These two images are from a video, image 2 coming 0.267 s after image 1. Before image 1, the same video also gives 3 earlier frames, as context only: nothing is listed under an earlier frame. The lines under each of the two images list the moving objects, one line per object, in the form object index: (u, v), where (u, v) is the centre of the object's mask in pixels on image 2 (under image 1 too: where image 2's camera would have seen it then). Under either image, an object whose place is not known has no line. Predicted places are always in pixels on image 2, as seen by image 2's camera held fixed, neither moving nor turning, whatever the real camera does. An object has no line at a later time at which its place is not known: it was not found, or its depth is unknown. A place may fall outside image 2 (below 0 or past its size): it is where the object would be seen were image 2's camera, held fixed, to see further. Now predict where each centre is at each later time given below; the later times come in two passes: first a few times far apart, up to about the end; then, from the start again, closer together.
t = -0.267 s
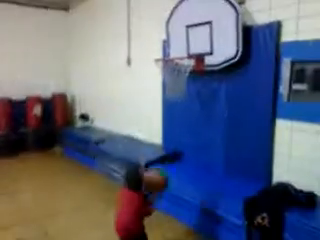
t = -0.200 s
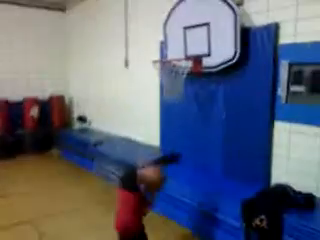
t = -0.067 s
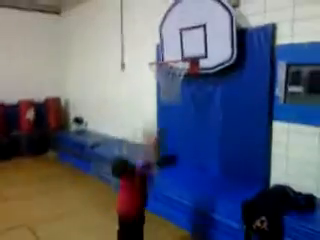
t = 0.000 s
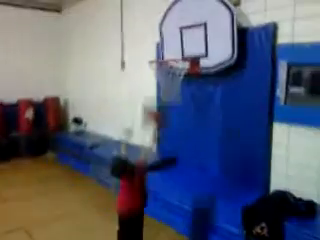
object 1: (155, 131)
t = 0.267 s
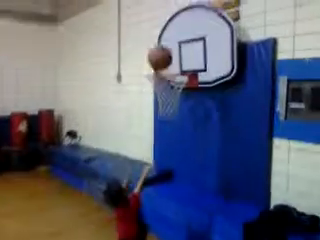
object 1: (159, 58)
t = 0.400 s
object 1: (162, 53)
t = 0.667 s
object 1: (168, 90)
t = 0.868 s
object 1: (169, 122)
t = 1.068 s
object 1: (171, 176)
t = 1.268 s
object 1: (175, 158)
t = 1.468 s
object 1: (180, 168)
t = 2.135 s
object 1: (201, 196)
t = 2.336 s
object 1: (209, 200)
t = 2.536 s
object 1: (217, 204)
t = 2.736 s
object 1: (225, 208)
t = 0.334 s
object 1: (161, 53)
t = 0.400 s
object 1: (162, 53)
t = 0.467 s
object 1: (164, 56)
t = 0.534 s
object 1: (164, 64)
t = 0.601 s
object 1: (168, 75)
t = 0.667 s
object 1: (168, 90)
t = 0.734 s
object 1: (167, 101)
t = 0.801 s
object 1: (168, 112)
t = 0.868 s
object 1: (169, 122)
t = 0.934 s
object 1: (169, 142)
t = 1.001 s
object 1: (170, 161)
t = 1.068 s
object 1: (171, 176)
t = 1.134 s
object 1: (172, 167)
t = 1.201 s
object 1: (175, 161)
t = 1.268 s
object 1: (175, 158)
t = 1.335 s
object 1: (177, 158)
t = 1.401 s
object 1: (179, 162)
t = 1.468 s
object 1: (180, 168)
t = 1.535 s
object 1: (182, 181)
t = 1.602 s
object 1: (183, 184)
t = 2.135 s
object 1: (201, 196)
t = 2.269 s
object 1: (206, 199)
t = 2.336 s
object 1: (209, 200)
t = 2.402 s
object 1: (210, 201)
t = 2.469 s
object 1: (214, 203)
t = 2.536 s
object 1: (217, 204)
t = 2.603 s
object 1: (219, 206)
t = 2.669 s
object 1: (221, 207)
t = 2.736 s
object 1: (225, 208)
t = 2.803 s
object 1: (228, 209)
